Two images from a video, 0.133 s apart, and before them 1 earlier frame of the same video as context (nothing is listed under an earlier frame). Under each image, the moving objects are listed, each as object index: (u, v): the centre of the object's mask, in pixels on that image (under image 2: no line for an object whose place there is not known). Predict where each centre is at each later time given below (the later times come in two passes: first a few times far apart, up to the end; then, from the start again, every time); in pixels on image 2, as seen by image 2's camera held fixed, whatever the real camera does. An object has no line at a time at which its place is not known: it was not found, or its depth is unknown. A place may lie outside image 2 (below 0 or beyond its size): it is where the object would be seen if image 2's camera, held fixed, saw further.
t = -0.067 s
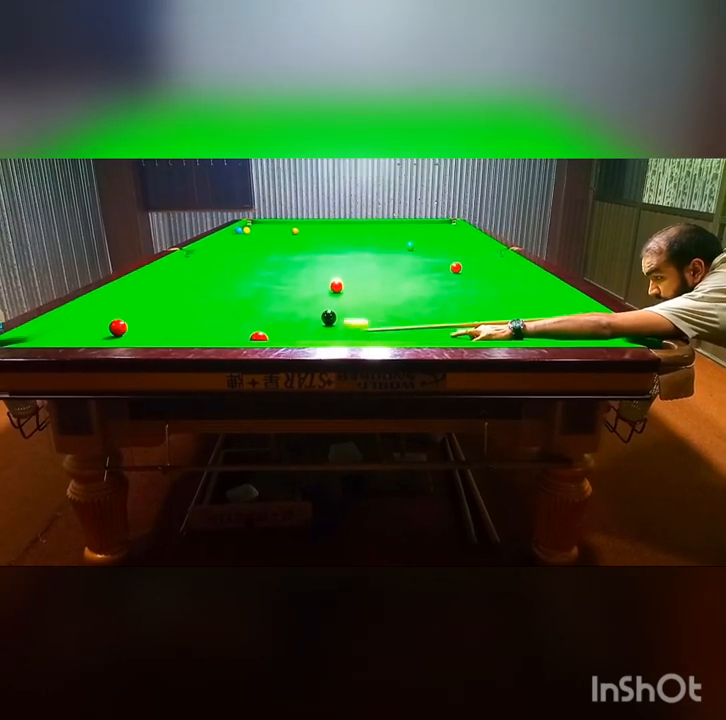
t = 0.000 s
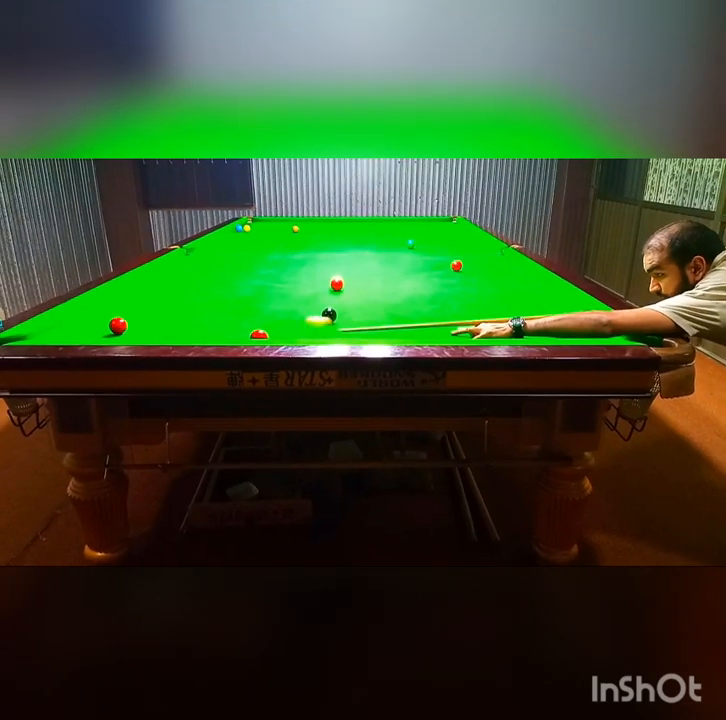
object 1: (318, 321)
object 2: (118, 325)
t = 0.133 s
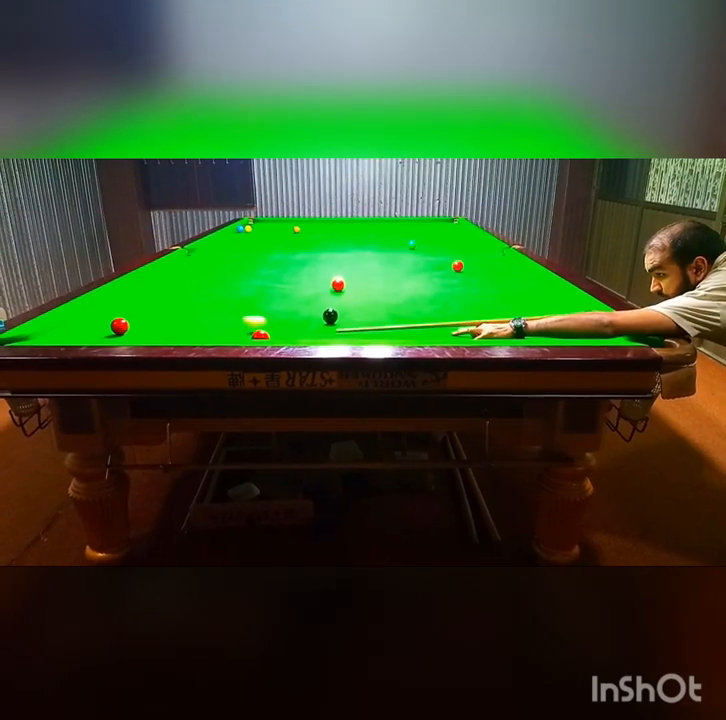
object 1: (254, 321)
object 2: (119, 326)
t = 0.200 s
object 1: (226, 322)
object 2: (119, 326)
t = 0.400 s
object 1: (162, 321)
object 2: (119, 326)
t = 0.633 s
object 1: (115, 318)
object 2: (98, 329)
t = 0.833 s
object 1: (88, 313)
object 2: (71, 333)
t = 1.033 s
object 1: (97, 310)
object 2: (43, 335)
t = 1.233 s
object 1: (117, 309)
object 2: (17, 340)
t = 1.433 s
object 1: (135, 308)
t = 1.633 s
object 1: (152, 307)
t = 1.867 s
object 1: (169, 305)
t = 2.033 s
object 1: (180, 304)
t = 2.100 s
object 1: (184, 304)
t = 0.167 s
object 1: (240, 322)
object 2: (119, 326)
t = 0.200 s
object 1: (226, 322)
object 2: (119, 326)
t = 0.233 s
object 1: (214, 322)
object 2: (119, 326)
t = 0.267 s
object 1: (203, 322)
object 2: (119, 326)
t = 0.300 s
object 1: (192, 322)
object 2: (119, 326)
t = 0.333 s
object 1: (182, 322)
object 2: (119, 326)
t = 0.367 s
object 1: (172, 322)
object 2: (119, 326)
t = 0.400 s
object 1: (162, 321)
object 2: (119, 326)
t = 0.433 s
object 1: (152, 321)
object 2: (119, 326)
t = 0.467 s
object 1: (142, 321)
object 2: (119, 326)
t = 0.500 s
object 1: (134, 321)
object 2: (117, 326)
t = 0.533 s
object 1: (130, 321)
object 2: (112, 327)
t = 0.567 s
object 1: (125, 320)
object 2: (107, 328)
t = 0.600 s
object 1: (120, 319)
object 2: (102, 328)
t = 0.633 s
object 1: (115, 318)
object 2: (98, 329)
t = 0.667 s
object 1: (111, 317)
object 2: (93, 330)
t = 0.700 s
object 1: (106, 316)
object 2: (89, 331)
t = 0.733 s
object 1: (101, 315)
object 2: (84, 331)
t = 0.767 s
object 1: (97, 314)
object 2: (80, 331)
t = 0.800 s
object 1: (92, 314)
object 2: (75, 332)
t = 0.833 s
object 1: (88, 313)
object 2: (71, 333)
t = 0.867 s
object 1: (84, 312)
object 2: (66, 333)
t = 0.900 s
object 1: (82, 312)
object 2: (62, 334)
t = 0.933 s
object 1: (87, 312)
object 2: (57, 334)
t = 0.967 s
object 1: (91, 311)
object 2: (52, 334)
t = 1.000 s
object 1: (94, 311)
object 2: (48, 335)
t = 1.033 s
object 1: (97, 310)
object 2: (43, 335)
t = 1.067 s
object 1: (101, 310)
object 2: (39, 336)
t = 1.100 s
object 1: (104, 310)
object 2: (34, 336)
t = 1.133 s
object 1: (107, 310)
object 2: (30, 337)
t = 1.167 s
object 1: (111, 310)
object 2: (25, 337)
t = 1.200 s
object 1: (114, 309)
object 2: (21, 339)
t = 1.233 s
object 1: (117, 309)
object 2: (17, 340)
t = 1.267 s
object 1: (121, 309)
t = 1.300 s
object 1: (124, 309)
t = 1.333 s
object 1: (127, 309)
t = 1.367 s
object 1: (130, 308)
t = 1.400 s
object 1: (132, 308)
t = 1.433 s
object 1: (135, 308)
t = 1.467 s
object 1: (138, 308)
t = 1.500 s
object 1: (141, 308)
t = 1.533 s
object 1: (144, 307)
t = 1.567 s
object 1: (147, 307)
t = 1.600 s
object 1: (149, 307)
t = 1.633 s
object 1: (152, 307)
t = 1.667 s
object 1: (154, 306)
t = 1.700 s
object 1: (157, 306)
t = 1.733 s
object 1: (159, 306)
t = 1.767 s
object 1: (162, 306)
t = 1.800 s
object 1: (164, 306)
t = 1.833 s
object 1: (166, 306)
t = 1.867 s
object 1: (169, 305)
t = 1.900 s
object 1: (172, 305)
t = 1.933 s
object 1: (174, 305)
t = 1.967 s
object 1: (176, 305)
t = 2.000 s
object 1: (178, 305)
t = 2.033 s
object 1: (180, 304)
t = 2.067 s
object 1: (182, 304)
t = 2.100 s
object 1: (184, 304)
